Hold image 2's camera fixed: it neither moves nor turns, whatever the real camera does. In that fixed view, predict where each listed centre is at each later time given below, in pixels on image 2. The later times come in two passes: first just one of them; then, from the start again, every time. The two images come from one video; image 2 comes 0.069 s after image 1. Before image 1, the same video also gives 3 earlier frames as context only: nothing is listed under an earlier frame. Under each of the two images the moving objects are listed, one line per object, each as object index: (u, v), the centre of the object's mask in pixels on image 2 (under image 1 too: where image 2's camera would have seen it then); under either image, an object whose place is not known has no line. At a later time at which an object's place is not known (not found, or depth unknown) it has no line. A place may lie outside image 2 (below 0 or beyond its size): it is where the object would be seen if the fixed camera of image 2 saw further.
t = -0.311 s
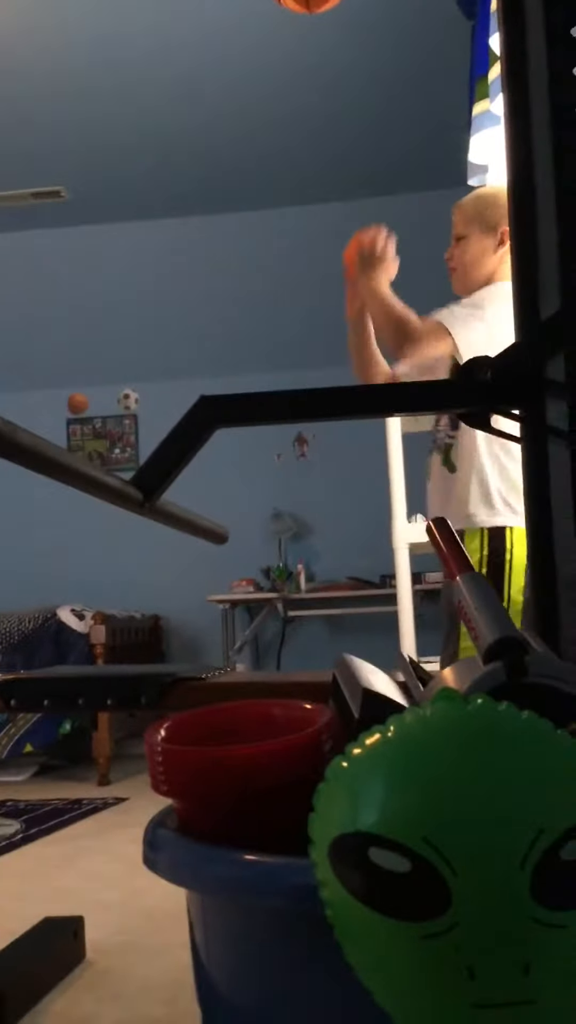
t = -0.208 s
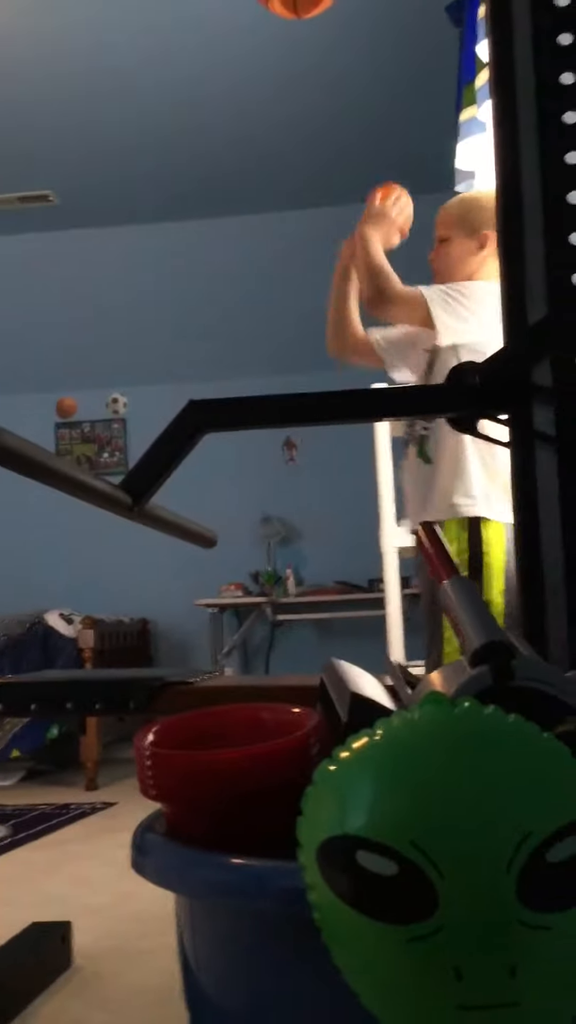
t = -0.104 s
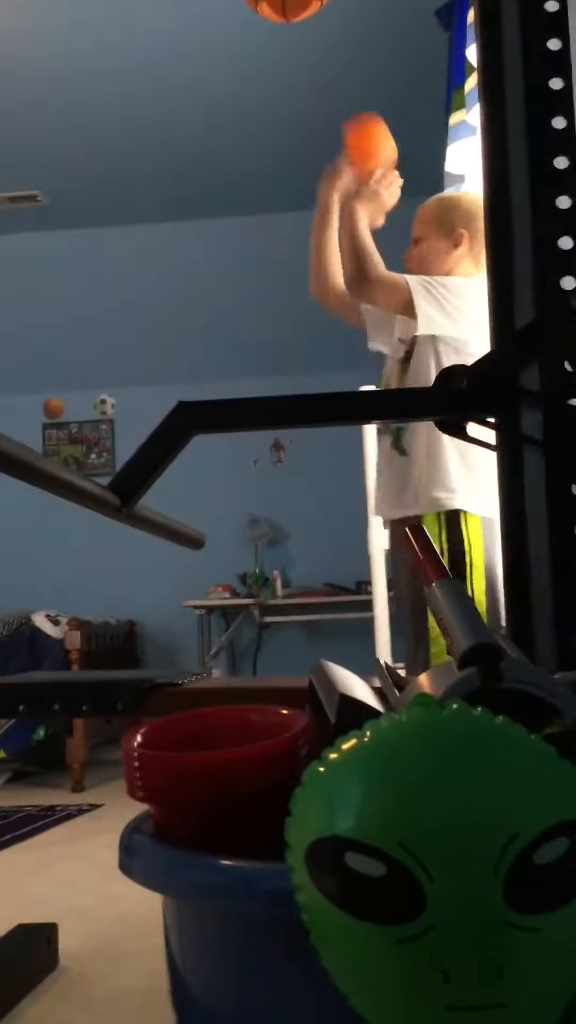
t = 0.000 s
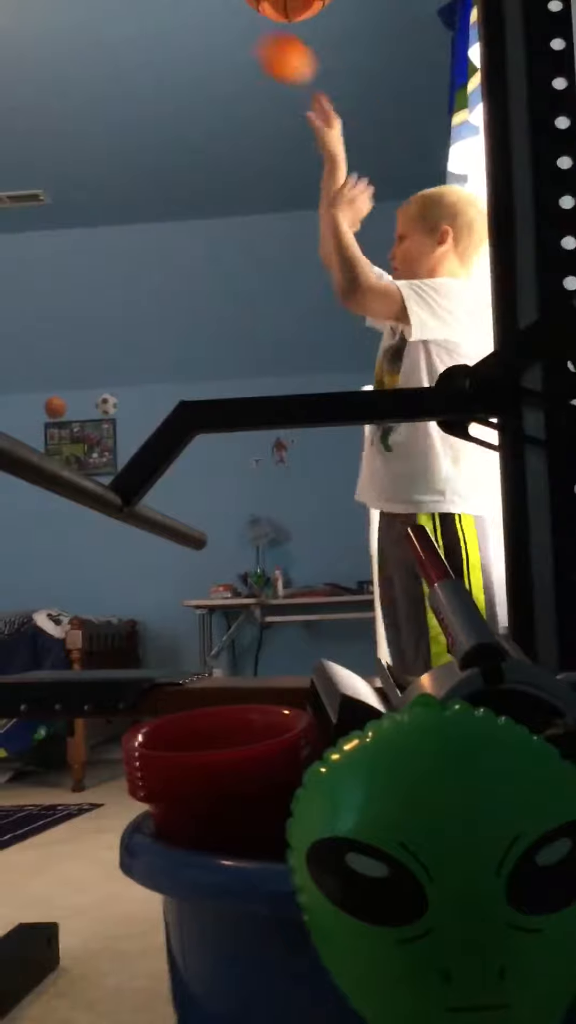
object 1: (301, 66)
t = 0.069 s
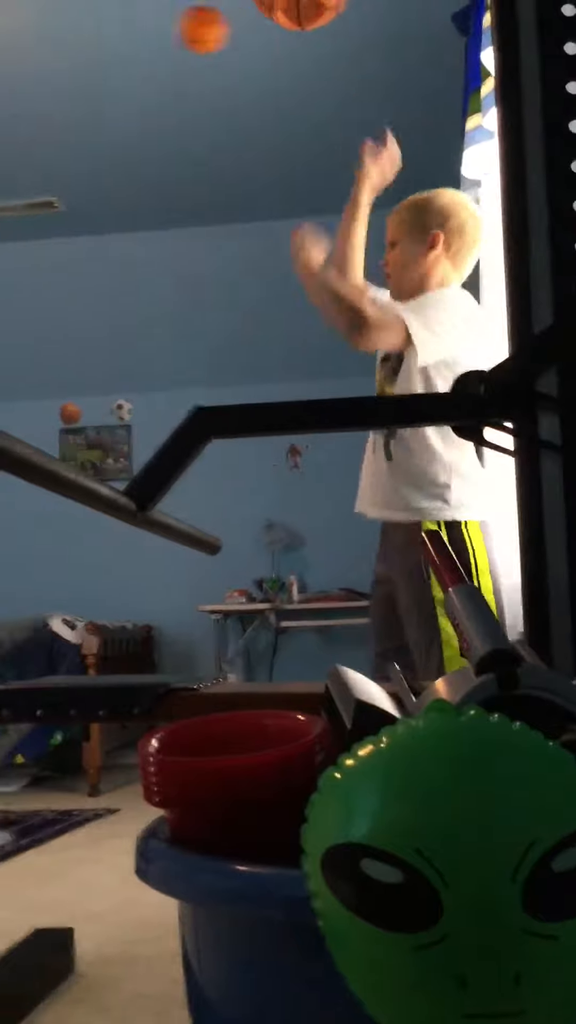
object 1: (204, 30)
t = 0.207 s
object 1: (92, 48)
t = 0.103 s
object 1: (174, 28)
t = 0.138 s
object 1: (146, 31)
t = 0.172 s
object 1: (118, 38)
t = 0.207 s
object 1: (92, 48)
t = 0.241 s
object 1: (65, 63)
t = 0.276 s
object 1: (40, 82)
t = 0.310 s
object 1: (15, 105)
